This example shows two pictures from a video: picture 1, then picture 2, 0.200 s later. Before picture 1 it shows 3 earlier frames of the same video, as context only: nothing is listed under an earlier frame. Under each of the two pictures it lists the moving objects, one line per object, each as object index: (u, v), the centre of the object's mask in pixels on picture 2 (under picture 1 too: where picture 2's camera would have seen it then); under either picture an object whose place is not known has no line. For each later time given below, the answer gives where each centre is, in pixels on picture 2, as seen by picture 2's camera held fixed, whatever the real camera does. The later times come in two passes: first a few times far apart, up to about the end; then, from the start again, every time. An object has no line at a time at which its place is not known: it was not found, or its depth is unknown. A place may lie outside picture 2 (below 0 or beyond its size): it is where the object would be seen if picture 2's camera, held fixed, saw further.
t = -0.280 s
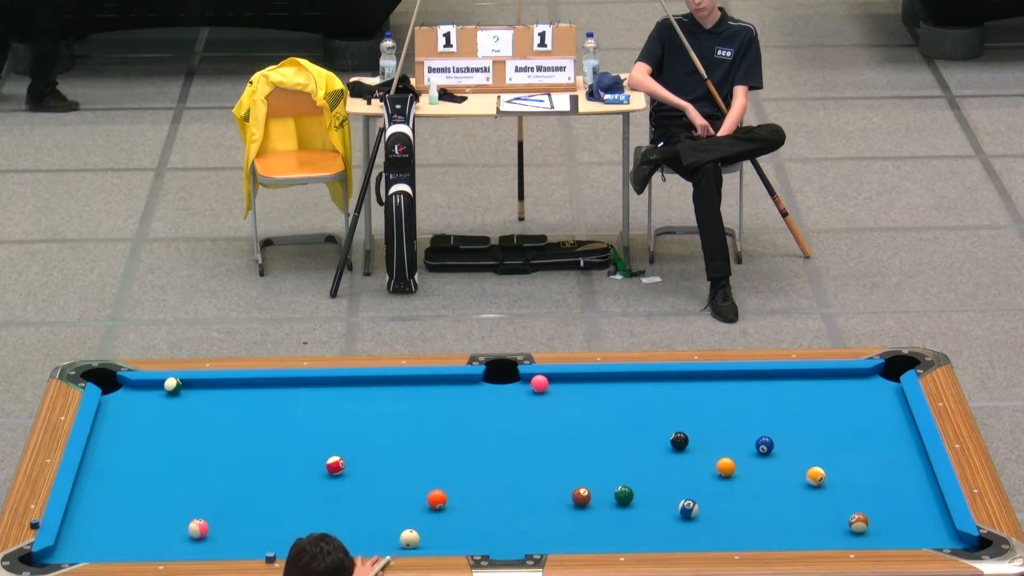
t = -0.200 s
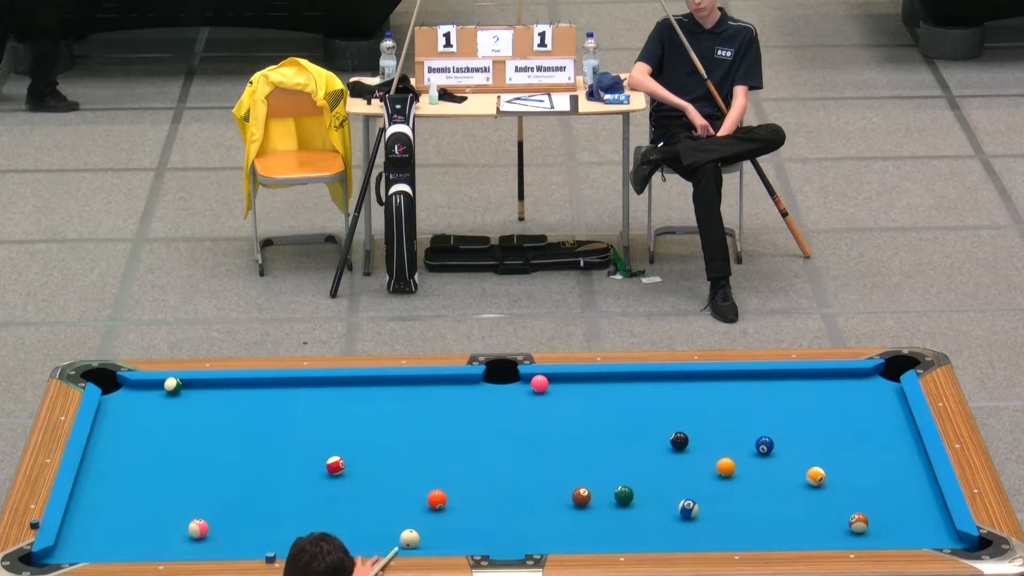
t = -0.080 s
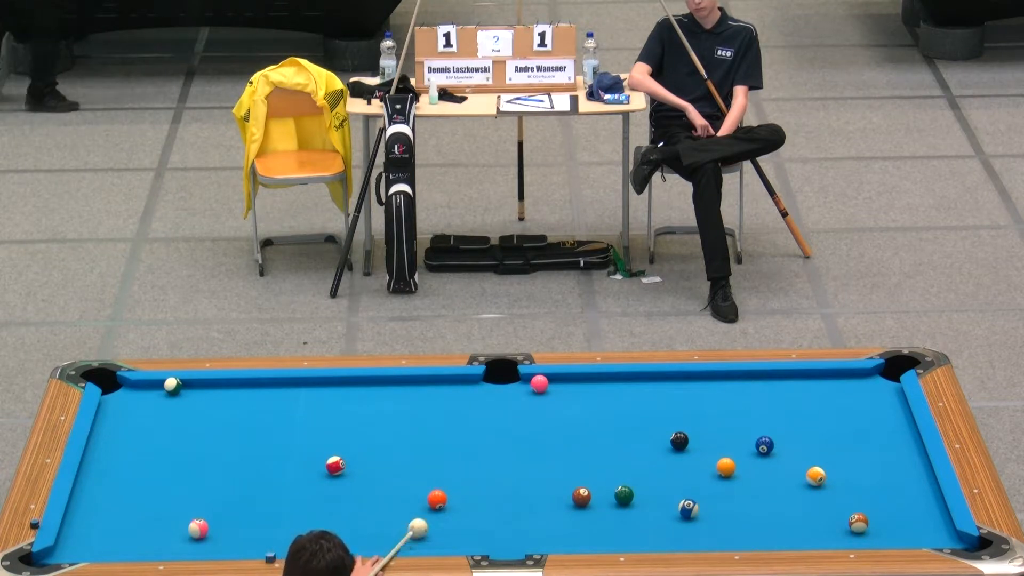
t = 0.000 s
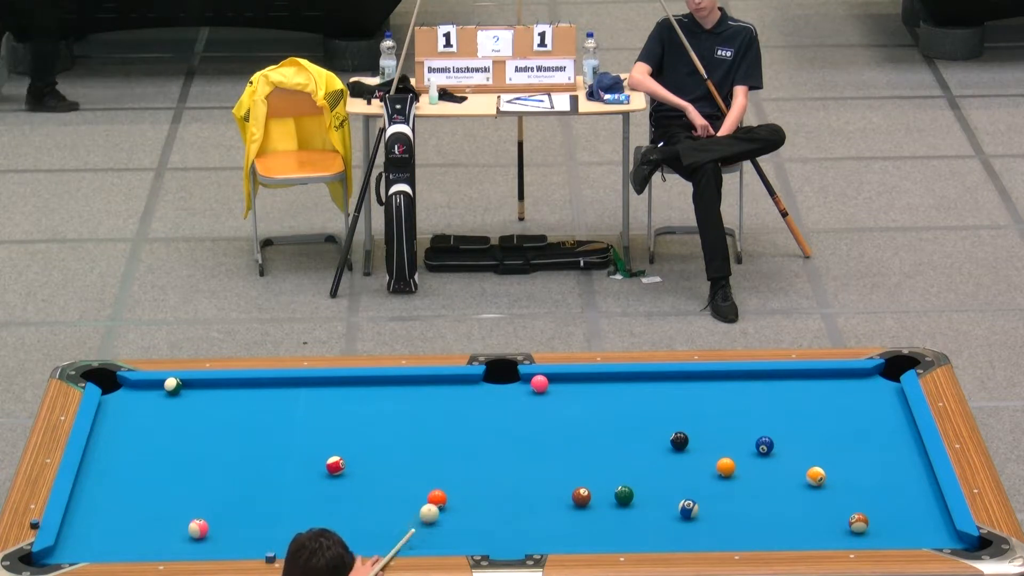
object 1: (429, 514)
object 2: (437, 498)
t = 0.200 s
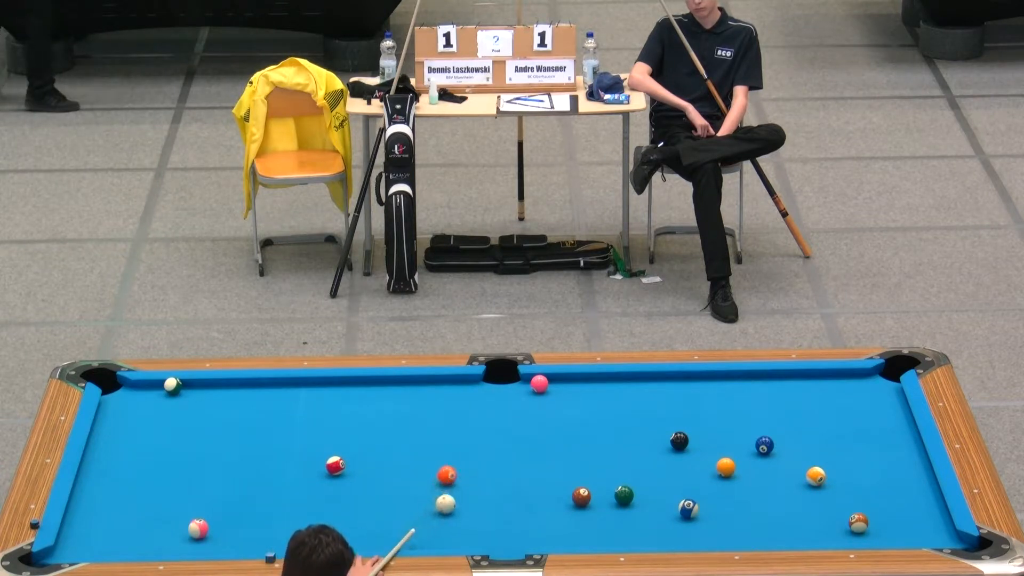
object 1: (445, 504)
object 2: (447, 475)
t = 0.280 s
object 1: (451, 501)
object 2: (451, 467)
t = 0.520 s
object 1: (469, 493)
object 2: (461, 442)
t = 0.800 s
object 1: (487, 483)
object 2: (473, 415)
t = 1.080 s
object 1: (504, 475)
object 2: (483, 391)
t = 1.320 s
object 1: (518, 468)
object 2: (496, 376)
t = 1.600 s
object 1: (532, 461)
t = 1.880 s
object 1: (544, 454)
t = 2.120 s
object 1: (554, 449)
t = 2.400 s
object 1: (563, 444)
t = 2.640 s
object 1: (570, 440)
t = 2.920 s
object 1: (576, 435)
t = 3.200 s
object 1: (582, 432)
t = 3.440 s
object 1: (586, 429)
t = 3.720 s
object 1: (589, 428)
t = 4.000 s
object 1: (590, 426)
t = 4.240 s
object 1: (590, 425)
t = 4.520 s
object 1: (591, 424)
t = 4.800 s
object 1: (591, 424)
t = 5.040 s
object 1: (591, 424)
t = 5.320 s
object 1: (591, 424)
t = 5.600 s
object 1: (591, 424)
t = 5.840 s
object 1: (591, 424)
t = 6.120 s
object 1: (591, 424)
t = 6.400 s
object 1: (591, 424)
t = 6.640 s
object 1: (591, 424)
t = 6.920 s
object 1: (591, 424)
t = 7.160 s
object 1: (591, 424)
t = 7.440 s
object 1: (591, 424)
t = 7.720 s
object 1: (591, 424)
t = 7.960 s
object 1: (591, 424)
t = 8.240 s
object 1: (591, 424)
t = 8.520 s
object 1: (591, 424)
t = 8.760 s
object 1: (591, 424)
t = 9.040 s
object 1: (591, 424)
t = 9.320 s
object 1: (591, 424)
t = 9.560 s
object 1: (591, 424)
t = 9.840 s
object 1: (591, 424)
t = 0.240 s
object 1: (448, 503)
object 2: (449, 471)
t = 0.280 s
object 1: (451, 501)
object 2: (451, 467)
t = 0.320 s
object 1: (454, 500)
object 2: (453, 462)
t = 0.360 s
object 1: (457, 498)
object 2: (454, 458)
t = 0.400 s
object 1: (460, 497)
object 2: (456, 454)
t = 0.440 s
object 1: (463, 495)
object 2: (458, 450)
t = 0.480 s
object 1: (466, 494)
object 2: (459, 446)
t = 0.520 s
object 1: (469, 493)
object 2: (461, 442)
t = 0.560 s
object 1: (471, 491)
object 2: (463, 438)
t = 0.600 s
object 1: (474, 490)
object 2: (465, 434)
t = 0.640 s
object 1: (477, 488)
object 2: (466, 430)
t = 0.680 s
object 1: (479, 487)
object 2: (468, 427)
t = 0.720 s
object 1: (482, 486)
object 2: (469, 423)
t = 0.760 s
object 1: (485, 485)
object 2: (471, 419)
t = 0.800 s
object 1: (487, 483)
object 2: (473, 415)
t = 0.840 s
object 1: (490, 482)
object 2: (474, 412)
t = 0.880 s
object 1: (492, 481)
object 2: (476, 408)
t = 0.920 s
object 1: (495, 479)
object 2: (477, 405)
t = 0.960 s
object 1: (497, 478)
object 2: (479, 402)
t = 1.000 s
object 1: (500, 477)
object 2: (480, 398)
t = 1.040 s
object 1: (502, 476)
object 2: (482, 394)
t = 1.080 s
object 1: (504, 475)
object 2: (483, 391)
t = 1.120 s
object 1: (506, 474)
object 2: (485, 388)
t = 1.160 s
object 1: (509, 473)
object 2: (486, 384)
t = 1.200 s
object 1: (511, 471)
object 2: (488, 381)
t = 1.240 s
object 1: (513, 470)
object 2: (489, 378)
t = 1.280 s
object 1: (515, 469)
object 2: (493, 375)
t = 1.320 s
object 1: (518, 468)
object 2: (496, 376)
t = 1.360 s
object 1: (520, 467)
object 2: (500, 379)
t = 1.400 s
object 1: (522, 466)
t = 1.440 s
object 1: (524, 465)
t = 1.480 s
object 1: (526, 464)
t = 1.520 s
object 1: (528, 463)
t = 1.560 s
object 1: (530, 462)
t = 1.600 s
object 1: (532, 461)
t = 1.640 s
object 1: (533, 460)
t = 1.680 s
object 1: (535, 459)
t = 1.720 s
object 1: (537, 458)
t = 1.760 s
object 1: (539, 457)
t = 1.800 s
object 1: (541, 456)
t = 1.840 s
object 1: (542, 455)
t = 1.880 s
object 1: (544, 454)
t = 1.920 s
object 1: (546, 453)
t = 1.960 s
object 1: (547, 453)
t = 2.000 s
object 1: (549, 452)
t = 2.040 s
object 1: (551, 451)
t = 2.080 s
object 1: (552, 450)
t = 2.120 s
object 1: (554, 449)
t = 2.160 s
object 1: (555, 449)
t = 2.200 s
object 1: (557, 448)
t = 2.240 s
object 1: (558, 447)
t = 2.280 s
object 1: (559, 446)
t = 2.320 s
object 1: (561, 445)
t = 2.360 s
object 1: (562, 445)
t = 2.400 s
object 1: (563, 444)
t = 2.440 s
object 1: (564, 444)
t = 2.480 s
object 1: (565, 443)
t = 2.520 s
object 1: (566, 442)
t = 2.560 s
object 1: (568, 441)
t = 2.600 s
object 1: (569, 440)
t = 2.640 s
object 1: (570, 440)
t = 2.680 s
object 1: (571, 439)
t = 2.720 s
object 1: (572, 438)
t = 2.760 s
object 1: (573, 438)
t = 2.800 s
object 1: (574, 437)
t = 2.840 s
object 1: (575, 437)
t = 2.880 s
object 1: (575, 436)
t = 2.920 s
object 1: (576, 435)
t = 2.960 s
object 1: (577, 435)
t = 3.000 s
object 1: (578, 434)
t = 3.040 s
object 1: (579, 434)
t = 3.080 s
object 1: (580, 433)
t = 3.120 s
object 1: (581, 433)
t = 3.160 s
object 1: (581, 432)
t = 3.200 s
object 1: (582, 432)
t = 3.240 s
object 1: (583, 432)
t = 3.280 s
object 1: (584, 431)
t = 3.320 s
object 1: (584, 431)
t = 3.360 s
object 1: (585, 430)
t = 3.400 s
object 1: (586, 430)
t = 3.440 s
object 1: (586, 429)
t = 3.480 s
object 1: (587, 429)
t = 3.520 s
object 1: (587, 429)
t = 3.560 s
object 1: (588, 429)
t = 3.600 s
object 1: (588, 428)
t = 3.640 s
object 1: (588, 428)
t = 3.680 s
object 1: (588, 428)
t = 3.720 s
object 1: (589, 428)
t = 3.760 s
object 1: (589, 427)
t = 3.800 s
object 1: (589, 427)
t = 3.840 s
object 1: (589, 427)
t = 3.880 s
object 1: (589, 426)
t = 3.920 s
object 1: (589, 426)
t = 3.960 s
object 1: (590, 426)
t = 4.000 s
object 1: (590, 426)
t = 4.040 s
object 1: (590, 425)
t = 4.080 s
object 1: (590, 425)
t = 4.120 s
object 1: (590, 425)
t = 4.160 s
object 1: (590, 425)
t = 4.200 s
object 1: (590, 425)
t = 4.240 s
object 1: (590, 425)
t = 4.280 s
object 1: (590, 425)
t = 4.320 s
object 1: (590, 425)
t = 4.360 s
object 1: (591, 425)
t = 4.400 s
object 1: (591, 425)
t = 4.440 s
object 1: (591, 425)
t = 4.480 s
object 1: (591, 424)
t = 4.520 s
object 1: (591, 424)
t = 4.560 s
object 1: (591, 424)
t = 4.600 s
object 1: (591, 424)
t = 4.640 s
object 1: (591, 424)
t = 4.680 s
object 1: (591, 424)
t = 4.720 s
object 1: (591, 424)
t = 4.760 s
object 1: (591, 424)
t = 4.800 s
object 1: (591, 424)
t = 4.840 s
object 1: (591, 424)
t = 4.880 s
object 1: (591, 424)
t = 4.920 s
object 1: (591, 424)
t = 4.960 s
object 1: (591, 424)
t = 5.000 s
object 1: (591, 424)
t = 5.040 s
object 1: (591, 424)
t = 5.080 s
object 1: (591, 424)
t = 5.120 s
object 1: (591, 424)
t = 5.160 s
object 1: (591, 424)
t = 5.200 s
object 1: (591, 424)
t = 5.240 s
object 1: (591, 424)
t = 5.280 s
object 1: (591, 424)
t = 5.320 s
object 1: (591, 424)
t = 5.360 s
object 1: (591, 424)
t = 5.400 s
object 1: (591, 424)
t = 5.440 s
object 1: (591, 424)
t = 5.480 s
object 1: (591, 424)
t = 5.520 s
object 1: (591, 424)
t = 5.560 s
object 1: (591, 424)
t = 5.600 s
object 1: (591, 424)
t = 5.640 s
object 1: (591, 424)
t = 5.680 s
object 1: (591, 424)
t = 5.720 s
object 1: (591, 424)
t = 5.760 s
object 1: (591, 424)
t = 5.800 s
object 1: (591, 424)
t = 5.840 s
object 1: (591, 424)
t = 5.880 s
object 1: (591, 424)
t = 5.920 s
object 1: (591, 424)
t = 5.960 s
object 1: (591, 424)
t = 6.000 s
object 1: (591, 424)
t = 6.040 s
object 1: (591, 424)
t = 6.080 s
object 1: (591, 424)
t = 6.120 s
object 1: (591, 424)
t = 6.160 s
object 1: (591, 424)
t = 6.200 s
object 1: (591, 424)
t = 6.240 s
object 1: (591, 424)
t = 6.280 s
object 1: (591, 424)
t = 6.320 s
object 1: (591, 424)
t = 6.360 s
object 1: (591, 424)
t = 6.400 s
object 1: (591, 424)
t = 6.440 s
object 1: (591, 424)
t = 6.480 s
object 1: (591, 424)
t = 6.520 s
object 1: (591, 424)
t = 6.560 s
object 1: (591, 424)
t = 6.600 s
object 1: (591, 424)
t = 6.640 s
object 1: (591, 424)
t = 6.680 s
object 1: (591, 424)
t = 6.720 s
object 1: (591, 424)
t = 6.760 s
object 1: (591, 424)
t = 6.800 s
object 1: (591, 424)
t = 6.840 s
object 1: (591, 424)
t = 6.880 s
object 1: (591, 424)
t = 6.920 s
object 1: (591, 424)
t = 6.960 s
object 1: (591, 424)
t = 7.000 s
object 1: (591, 424)
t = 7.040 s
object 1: (591, 424)
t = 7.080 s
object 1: (591, 424)
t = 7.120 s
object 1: (591, 424)
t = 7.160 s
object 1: (591, 424)
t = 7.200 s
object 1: (591, 424)
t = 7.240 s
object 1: (591, 424)
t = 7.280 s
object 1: (591, 424)
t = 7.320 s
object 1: (591, 424)
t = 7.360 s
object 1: (591, 424)
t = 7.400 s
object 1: (591, 424)
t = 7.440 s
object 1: (591, 424)
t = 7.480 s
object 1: (591, 424)
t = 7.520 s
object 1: (591, 424)
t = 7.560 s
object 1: (591, 424)
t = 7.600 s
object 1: (591, 424)
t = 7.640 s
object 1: (591, 424)
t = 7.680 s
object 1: (591, 424)
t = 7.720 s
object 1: (591, 424)
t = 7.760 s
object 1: (591, 424)
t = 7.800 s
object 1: (591, 424)
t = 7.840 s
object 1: (591, 424)
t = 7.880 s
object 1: (591, 424)
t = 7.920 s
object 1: (591, 424)
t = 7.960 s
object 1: (591, 424)
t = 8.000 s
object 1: (591, 424)
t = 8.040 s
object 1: (591, 424)
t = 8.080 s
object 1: (591, 424)
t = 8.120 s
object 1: (591, 424)
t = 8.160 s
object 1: (591, 424)
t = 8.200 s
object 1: (591, 424)
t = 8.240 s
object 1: (591, 424)
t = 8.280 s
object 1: (591, 424)
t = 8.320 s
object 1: (591, 424)
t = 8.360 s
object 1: (591, 424)
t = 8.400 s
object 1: (591, 424)
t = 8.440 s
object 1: (591, 424)
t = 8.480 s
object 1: (591, 424)
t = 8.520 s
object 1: (591, 424)
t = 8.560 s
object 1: (591, 424)
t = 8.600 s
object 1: (591, 424)
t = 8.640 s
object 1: (591, 424)
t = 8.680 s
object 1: (591, 424)
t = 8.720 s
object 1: (591, 424)
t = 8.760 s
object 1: (591, 424)
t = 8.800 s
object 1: (591, 424)
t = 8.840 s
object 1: (591, 424)
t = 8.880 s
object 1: (591, 424)
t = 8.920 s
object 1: (591, 424)
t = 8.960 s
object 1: (591, 424)
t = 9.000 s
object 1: (591, 424)
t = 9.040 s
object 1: (591, 424)
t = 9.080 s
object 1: (591, 424)
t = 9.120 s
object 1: (591, 424)
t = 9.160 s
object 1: (591, 424)
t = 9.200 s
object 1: (591, 424)
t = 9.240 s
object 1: (591, 424)
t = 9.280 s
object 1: (591, 424)
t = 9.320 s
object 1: (591, 424)
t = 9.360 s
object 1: (591, 424)
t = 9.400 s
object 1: (591, 424)
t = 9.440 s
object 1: (591, 424)
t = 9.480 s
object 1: (591, 424)
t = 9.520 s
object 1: (591, 424)
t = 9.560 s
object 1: (591, 424)
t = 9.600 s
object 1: (591, 424)
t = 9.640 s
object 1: (591, 424)
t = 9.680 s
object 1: (591, 424)
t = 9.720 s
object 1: (591, 424)
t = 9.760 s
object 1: (591, 424)
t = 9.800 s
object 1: (591, 424)
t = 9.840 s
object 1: (591, 424)
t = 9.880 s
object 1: (591, 424)
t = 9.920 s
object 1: (591, 424)
